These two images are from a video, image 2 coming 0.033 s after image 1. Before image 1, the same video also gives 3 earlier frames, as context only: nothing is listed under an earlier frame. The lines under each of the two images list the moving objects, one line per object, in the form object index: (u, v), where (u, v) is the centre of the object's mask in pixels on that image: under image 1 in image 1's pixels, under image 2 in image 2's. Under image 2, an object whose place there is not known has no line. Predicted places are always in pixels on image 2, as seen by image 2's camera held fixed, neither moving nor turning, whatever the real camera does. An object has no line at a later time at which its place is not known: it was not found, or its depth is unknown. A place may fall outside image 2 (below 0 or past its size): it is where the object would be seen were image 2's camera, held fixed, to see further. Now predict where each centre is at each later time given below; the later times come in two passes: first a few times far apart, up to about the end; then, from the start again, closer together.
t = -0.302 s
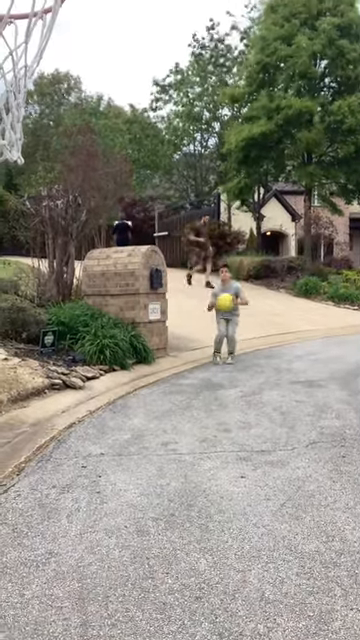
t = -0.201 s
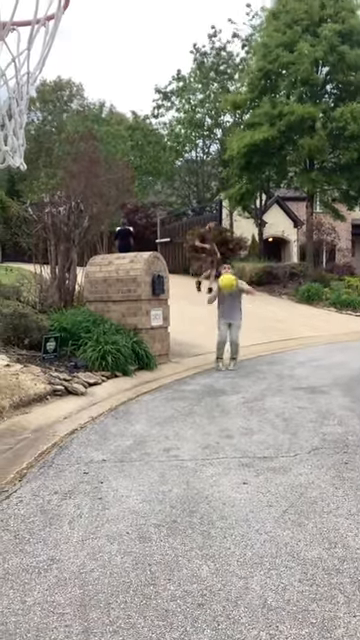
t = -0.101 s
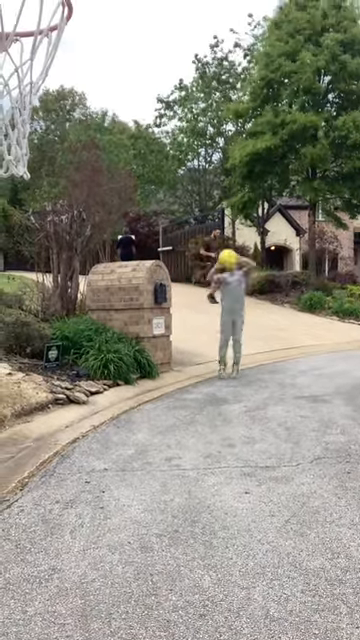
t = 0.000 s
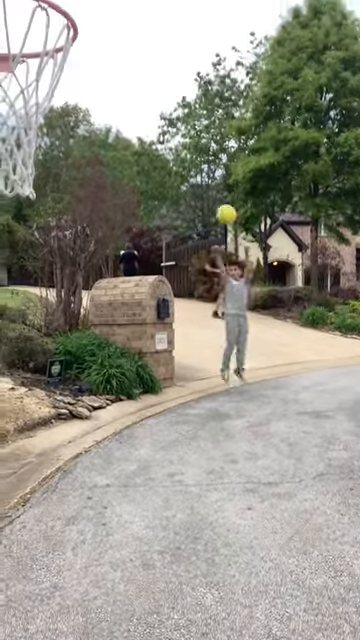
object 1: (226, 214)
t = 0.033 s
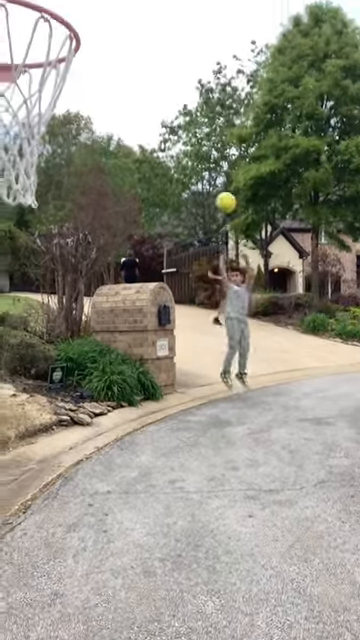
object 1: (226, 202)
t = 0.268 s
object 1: (215, 75)
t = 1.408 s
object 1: (86, 114)
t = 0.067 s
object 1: (224, 183)
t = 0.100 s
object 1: (223, 164)
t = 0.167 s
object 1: (220, 127)
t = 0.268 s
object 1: (215, 75)
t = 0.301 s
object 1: (213, 59)
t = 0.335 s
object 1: (211, 41)
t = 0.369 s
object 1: (209, 25)
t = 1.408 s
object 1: (86, 114)
